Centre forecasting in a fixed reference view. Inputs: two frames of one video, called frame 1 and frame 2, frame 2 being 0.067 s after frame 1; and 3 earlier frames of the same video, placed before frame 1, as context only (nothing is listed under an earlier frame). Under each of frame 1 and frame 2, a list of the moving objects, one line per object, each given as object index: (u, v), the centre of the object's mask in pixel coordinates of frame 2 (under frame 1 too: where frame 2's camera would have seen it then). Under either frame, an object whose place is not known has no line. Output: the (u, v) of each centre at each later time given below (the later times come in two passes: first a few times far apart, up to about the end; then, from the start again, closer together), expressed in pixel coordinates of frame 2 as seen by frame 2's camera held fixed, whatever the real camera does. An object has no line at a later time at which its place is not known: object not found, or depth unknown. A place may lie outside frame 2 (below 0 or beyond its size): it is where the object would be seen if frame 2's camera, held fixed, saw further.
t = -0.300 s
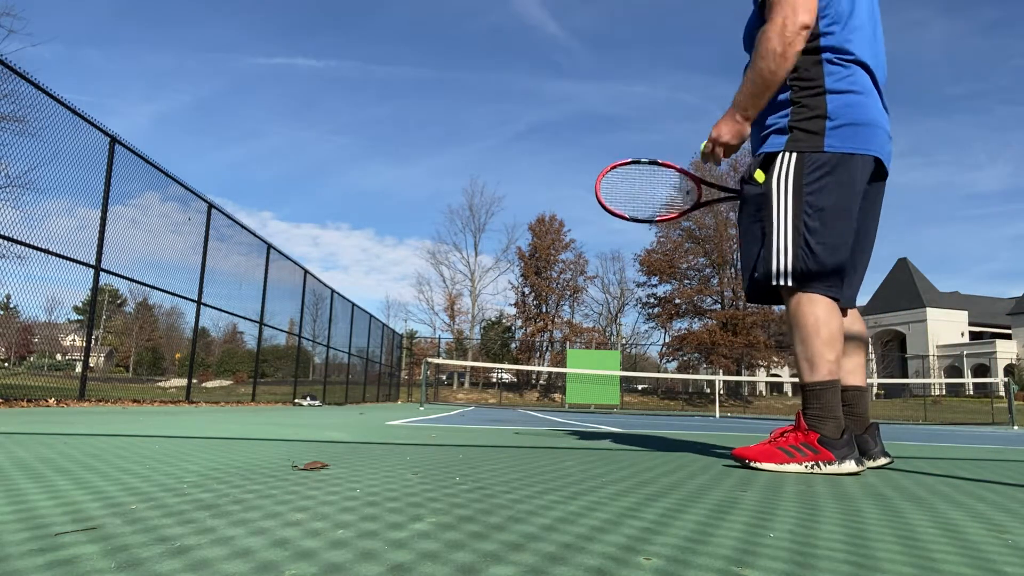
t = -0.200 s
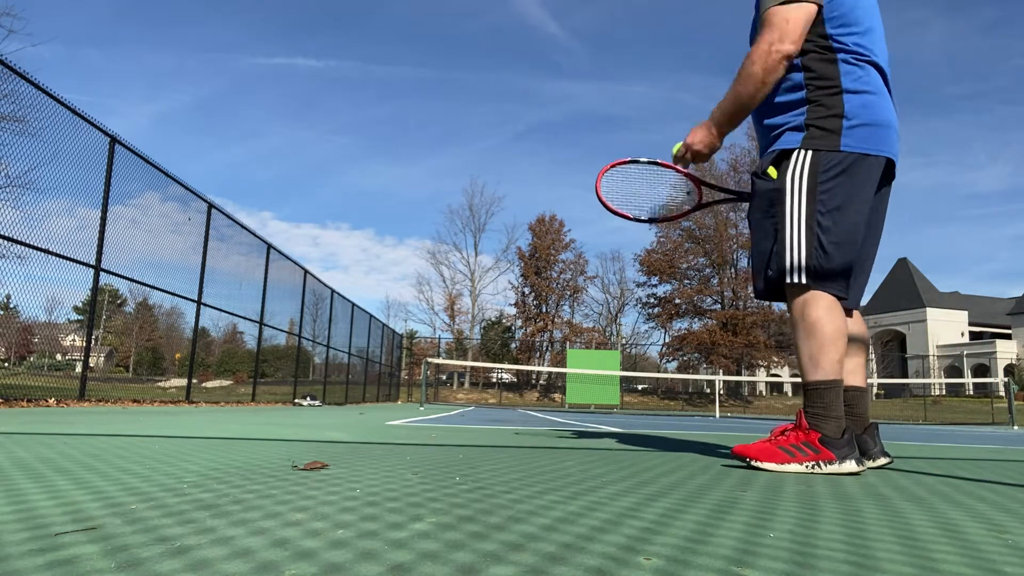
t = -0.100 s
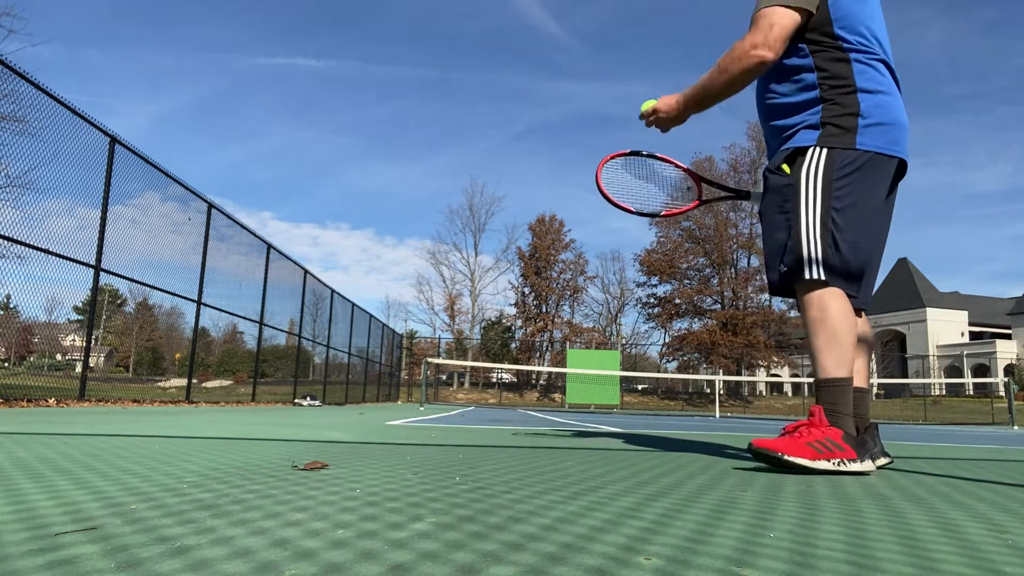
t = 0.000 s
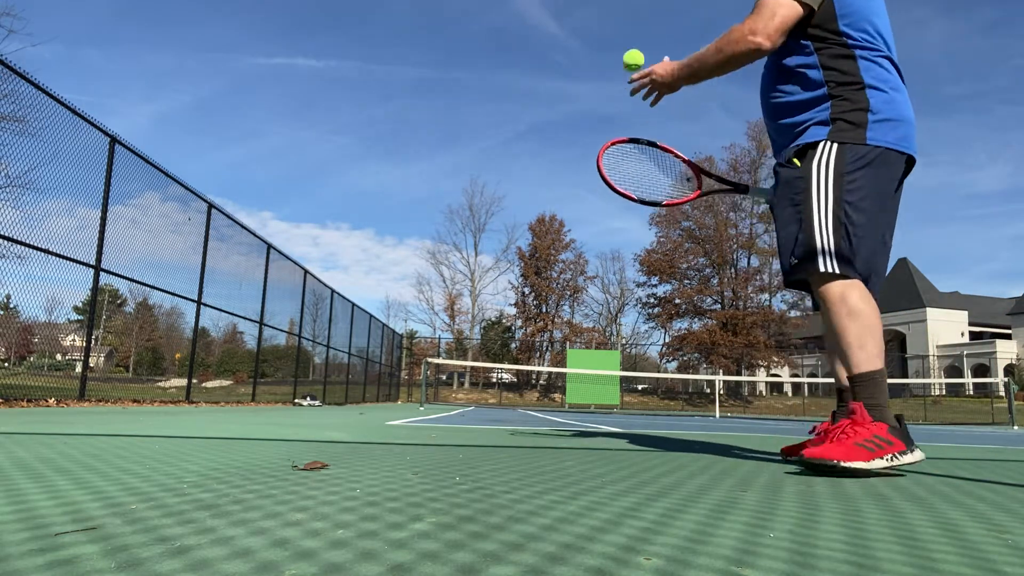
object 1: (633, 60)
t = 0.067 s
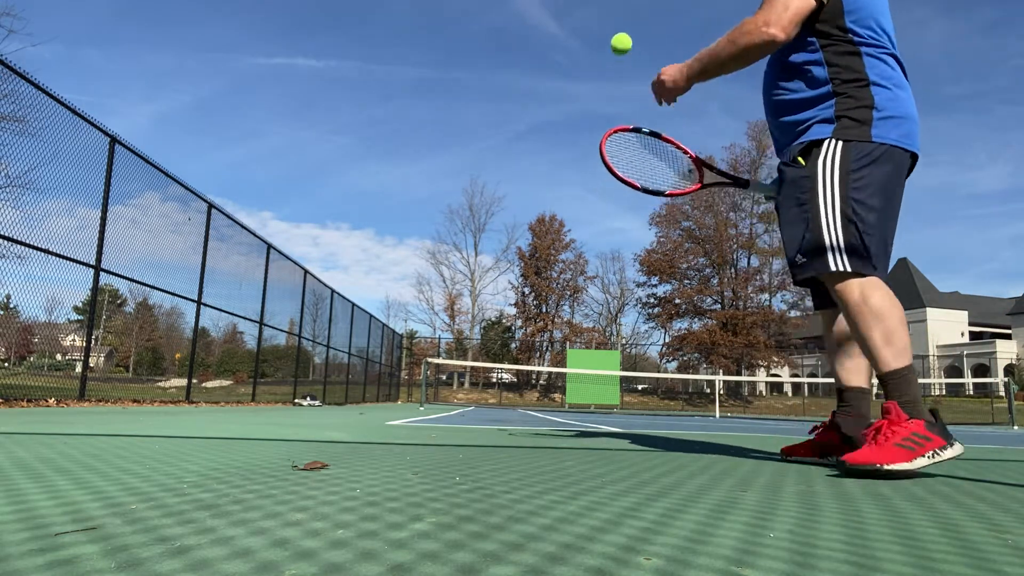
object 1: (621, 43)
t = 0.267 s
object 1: (586, 72)
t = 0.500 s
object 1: (543, 250)
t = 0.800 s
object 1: (501, 280)
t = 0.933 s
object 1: (488, 205)
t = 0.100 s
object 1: (615, 40)
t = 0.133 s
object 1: (609, 40)
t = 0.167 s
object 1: (603, 43)
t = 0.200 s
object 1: (597, 49)
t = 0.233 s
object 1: (592, 59)
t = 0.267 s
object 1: (586, 72)
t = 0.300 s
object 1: (580, 87)
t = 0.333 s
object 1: (574, 106)
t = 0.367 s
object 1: (568, 129)
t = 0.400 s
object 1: (561, 154)
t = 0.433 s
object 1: (555, 182)
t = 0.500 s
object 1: (543, 250)
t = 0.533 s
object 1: (536, 289)
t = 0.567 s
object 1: (530, 332)
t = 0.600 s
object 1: (523, 379)
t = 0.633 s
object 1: (516, 430)
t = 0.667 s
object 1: (512, 411)
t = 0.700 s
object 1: (510, 373)
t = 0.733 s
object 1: (506, 338)
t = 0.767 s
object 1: (503, 307)
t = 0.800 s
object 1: (501, 280)
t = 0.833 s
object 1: (497, 256)
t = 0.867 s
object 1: (494, 235)
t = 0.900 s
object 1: (491, 219)
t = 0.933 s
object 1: (488, 205)
